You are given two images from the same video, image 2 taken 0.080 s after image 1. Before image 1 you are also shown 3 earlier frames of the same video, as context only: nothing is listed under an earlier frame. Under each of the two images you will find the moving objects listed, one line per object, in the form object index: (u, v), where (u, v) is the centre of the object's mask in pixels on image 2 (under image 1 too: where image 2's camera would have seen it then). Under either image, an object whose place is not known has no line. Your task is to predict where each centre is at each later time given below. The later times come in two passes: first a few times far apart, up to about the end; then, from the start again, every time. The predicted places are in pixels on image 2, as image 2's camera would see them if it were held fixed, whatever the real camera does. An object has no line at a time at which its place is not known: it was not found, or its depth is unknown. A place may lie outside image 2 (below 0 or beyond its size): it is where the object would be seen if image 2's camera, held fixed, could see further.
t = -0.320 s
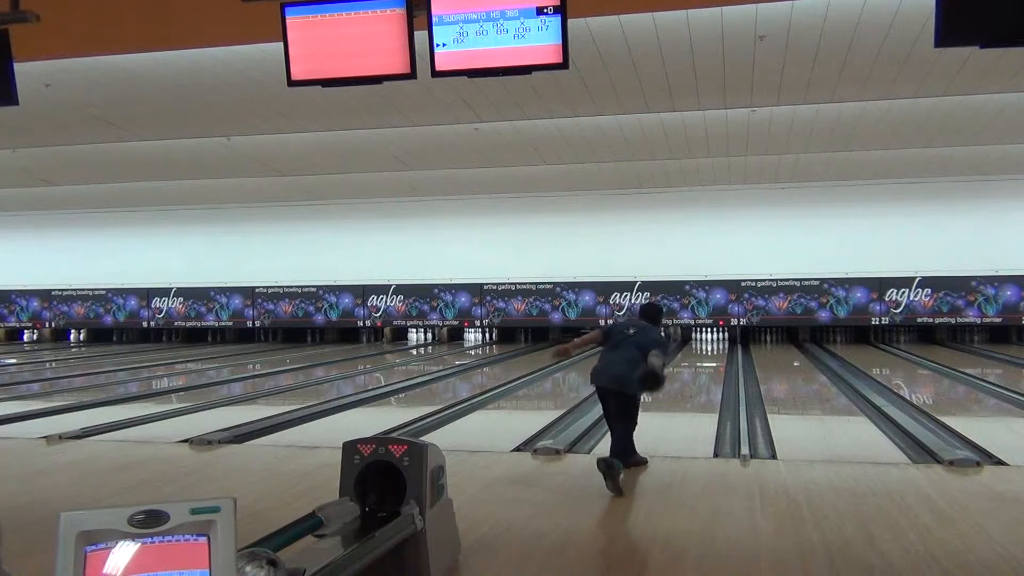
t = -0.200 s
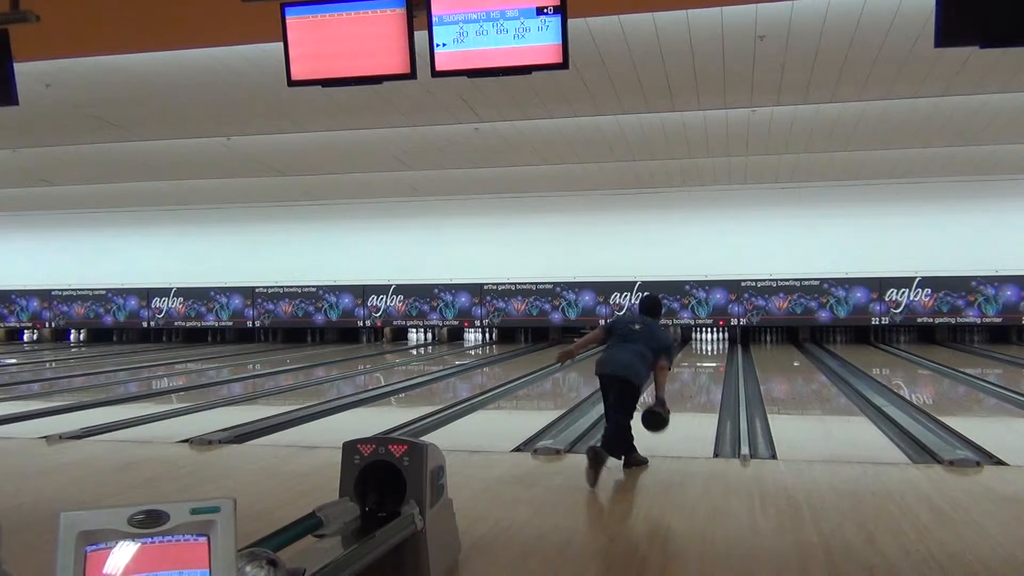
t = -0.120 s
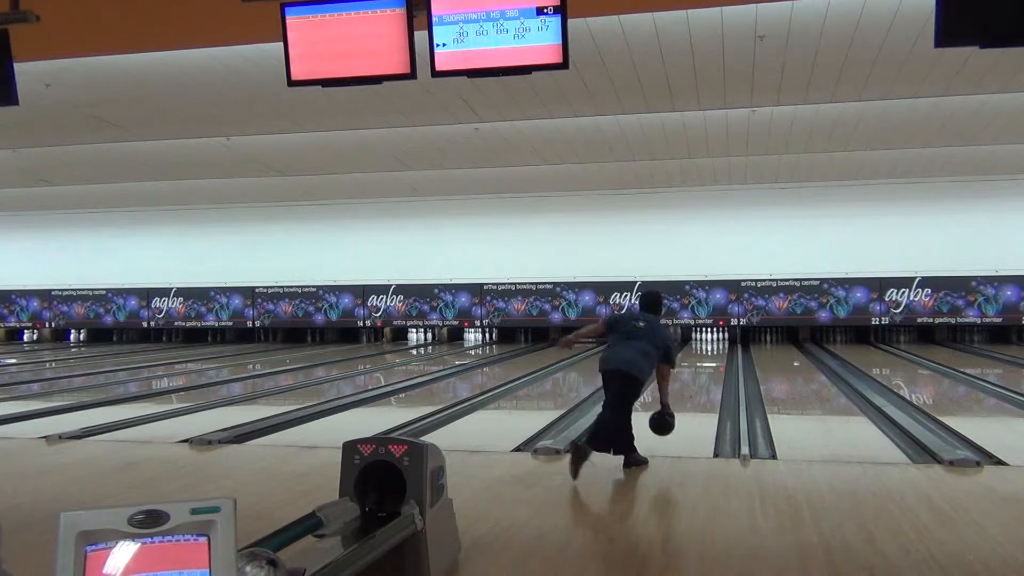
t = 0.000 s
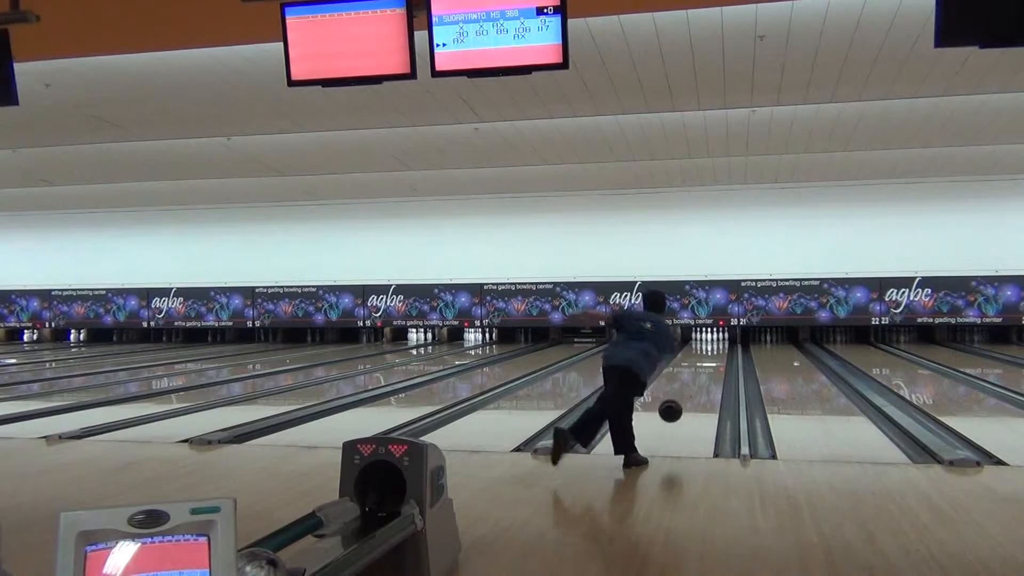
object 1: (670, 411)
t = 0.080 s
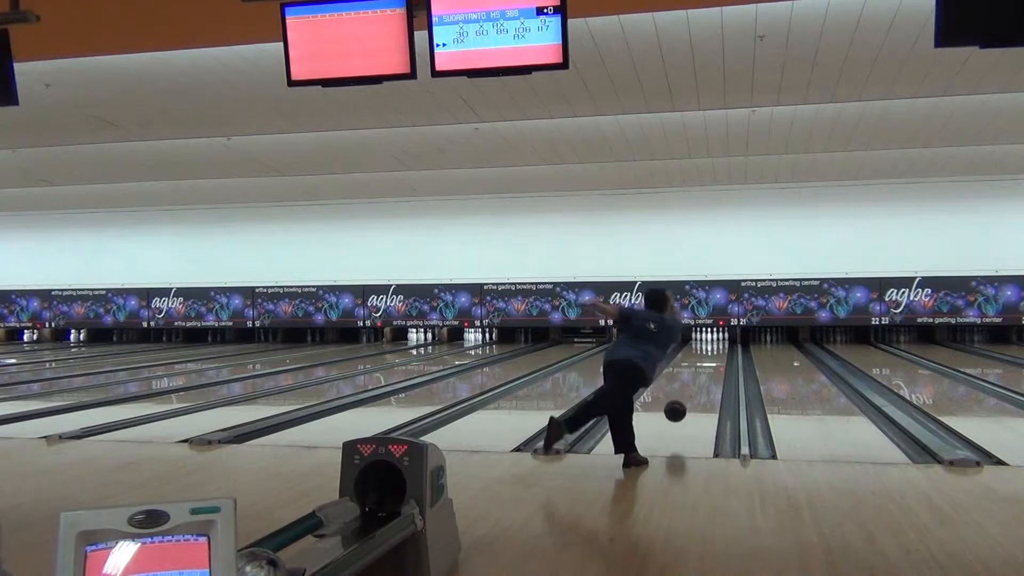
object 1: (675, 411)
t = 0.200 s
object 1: (681, 414)
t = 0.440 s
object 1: (691, 398)
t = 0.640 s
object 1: (696, 387)
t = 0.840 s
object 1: (701, 378)
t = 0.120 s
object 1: (677, 413)
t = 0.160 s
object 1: (679, 417)
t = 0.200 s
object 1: (681, 414)
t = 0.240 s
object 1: (683, 411)
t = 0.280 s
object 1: (685, 409)
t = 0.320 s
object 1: (686, 406)
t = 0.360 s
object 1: (688, 403)
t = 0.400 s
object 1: (689, 401)
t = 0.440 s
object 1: (691, 398)
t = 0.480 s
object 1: (692, 396)
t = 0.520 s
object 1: (693, 394)
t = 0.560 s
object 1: (694, 391)
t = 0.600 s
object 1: (695, 389)
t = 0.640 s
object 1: (696, 387)
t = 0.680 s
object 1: (698, 383)
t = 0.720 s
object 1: (698, 383)
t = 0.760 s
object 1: (699, 382)
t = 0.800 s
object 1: (700, 379)
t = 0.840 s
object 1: (701, 378)
